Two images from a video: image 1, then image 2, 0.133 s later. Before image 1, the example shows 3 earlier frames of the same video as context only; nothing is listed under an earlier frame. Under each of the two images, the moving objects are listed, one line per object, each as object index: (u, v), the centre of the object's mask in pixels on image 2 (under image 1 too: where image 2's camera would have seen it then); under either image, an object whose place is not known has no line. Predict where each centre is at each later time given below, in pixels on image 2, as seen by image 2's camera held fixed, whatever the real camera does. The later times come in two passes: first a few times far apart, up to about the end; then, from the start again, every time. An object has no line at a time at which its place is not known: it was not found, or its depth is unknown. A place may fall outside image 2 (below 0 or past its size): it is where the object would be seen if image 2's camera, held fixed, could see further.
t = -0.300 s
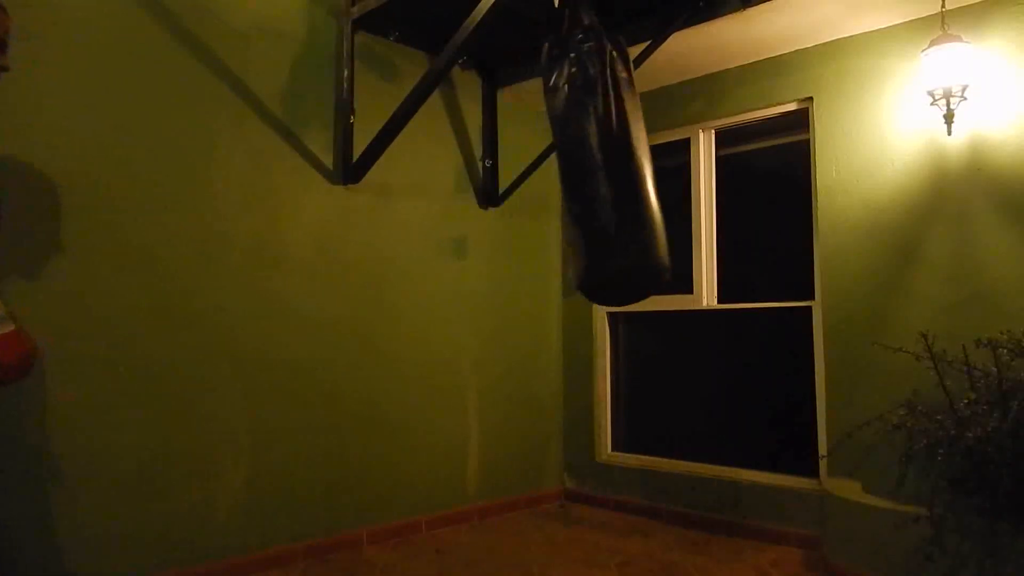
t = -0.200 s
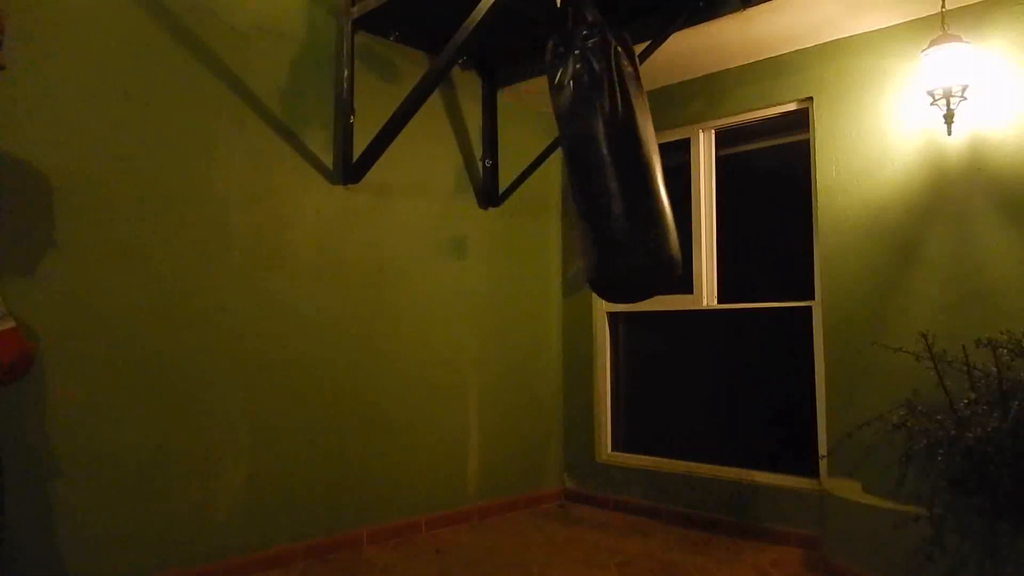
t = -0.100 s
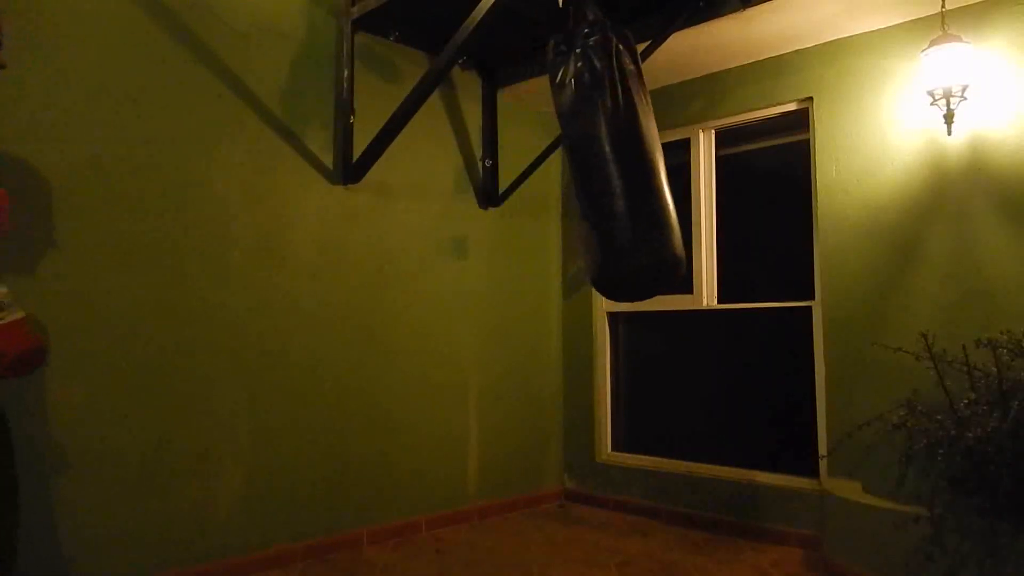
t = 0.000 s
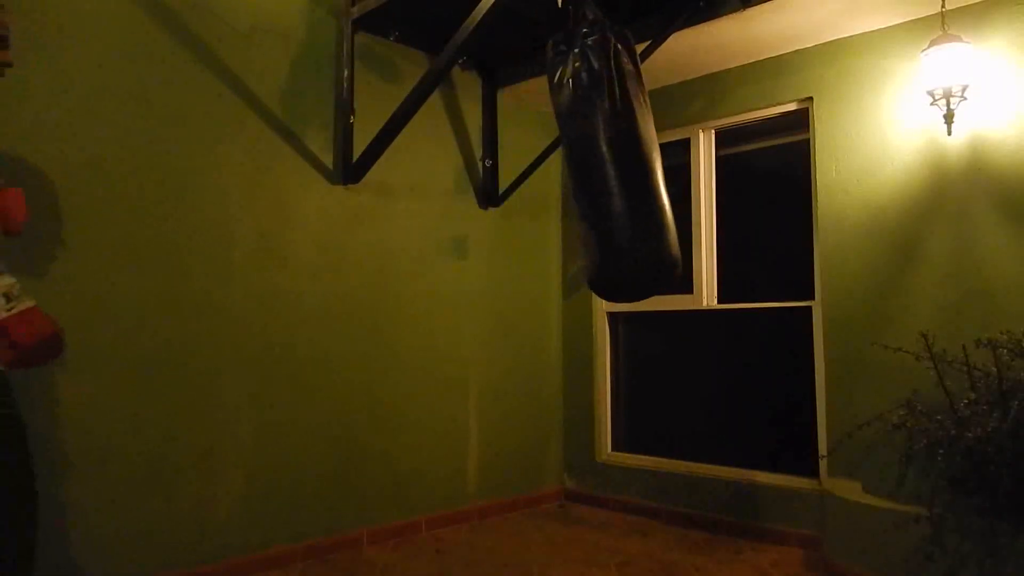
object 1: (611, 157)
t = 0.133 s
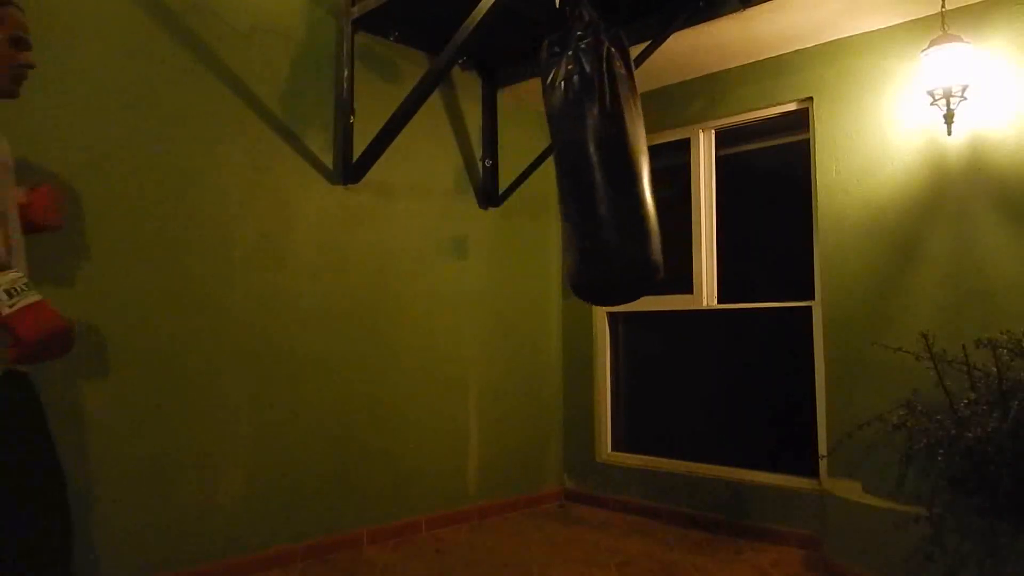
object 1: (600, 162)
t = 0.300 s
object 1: (577, 166)
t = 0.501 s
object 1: (548, 169)
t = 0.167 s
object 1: (596, 162)
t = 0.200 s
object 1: (592, 163)
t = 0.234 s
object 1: (587, 164)
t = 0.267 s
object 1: (582, 164)
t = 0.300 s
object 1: (577, 166)
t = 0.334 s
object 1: (572, 167)
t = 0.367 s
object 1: (567, 167)
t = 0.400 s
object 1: (562, 167)
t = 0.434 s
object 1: (556, 168)
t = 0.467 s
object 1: (551, 168)
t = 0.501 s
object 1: (548, 169)
